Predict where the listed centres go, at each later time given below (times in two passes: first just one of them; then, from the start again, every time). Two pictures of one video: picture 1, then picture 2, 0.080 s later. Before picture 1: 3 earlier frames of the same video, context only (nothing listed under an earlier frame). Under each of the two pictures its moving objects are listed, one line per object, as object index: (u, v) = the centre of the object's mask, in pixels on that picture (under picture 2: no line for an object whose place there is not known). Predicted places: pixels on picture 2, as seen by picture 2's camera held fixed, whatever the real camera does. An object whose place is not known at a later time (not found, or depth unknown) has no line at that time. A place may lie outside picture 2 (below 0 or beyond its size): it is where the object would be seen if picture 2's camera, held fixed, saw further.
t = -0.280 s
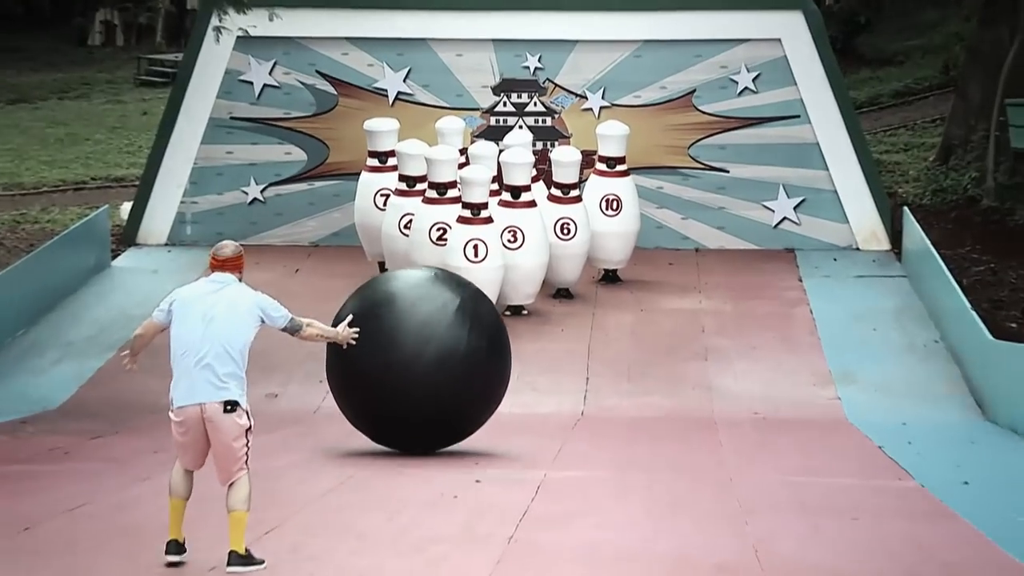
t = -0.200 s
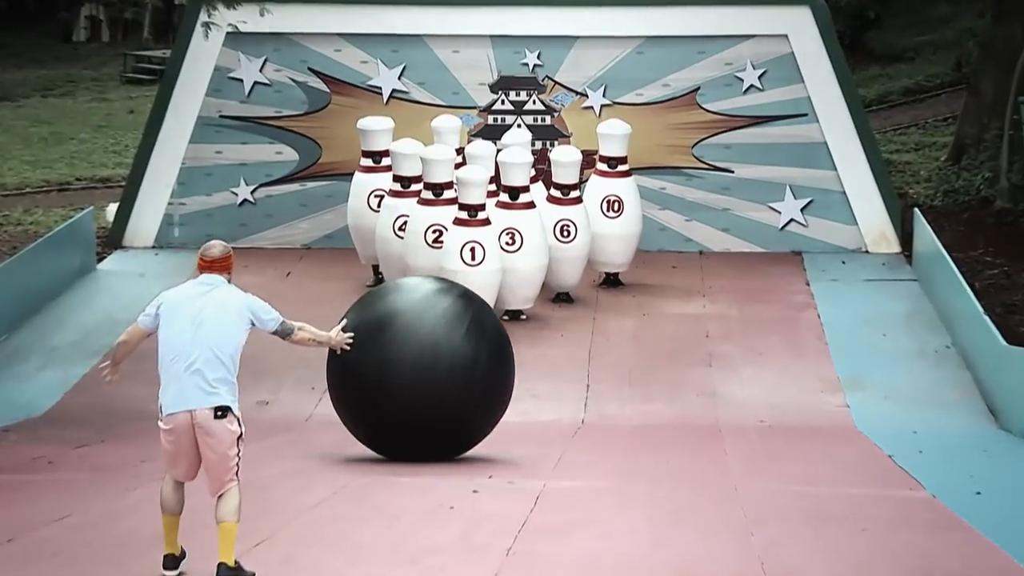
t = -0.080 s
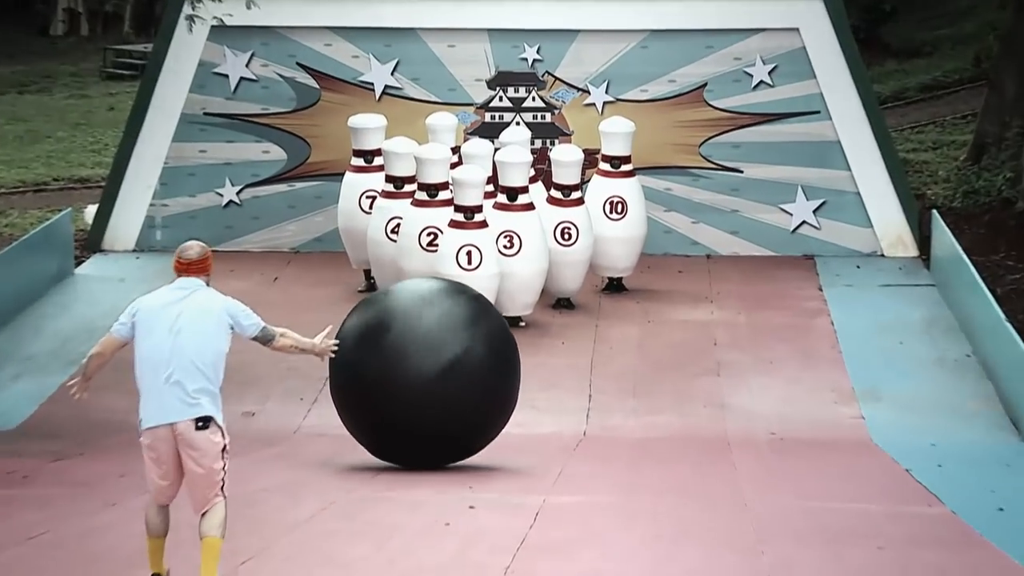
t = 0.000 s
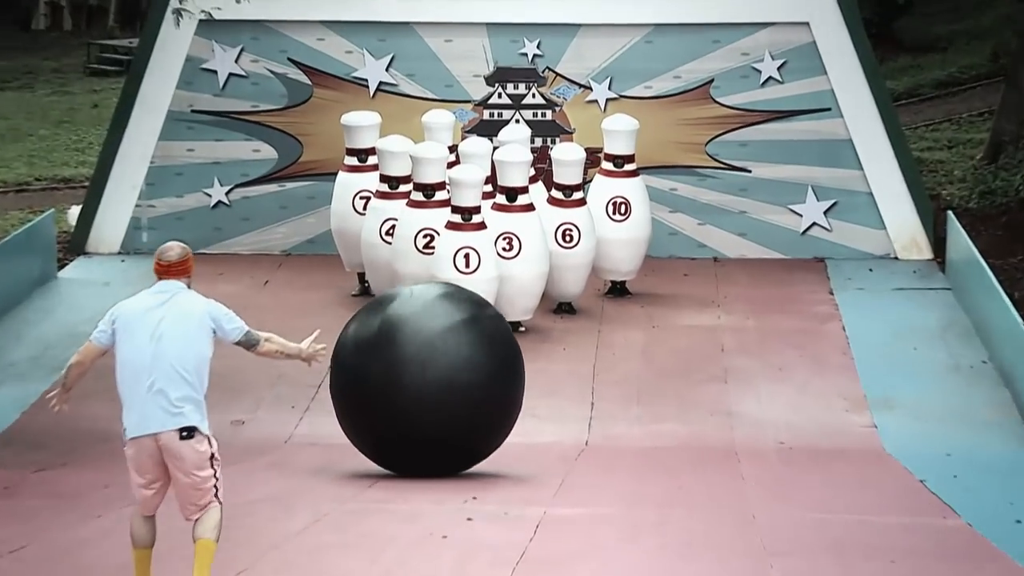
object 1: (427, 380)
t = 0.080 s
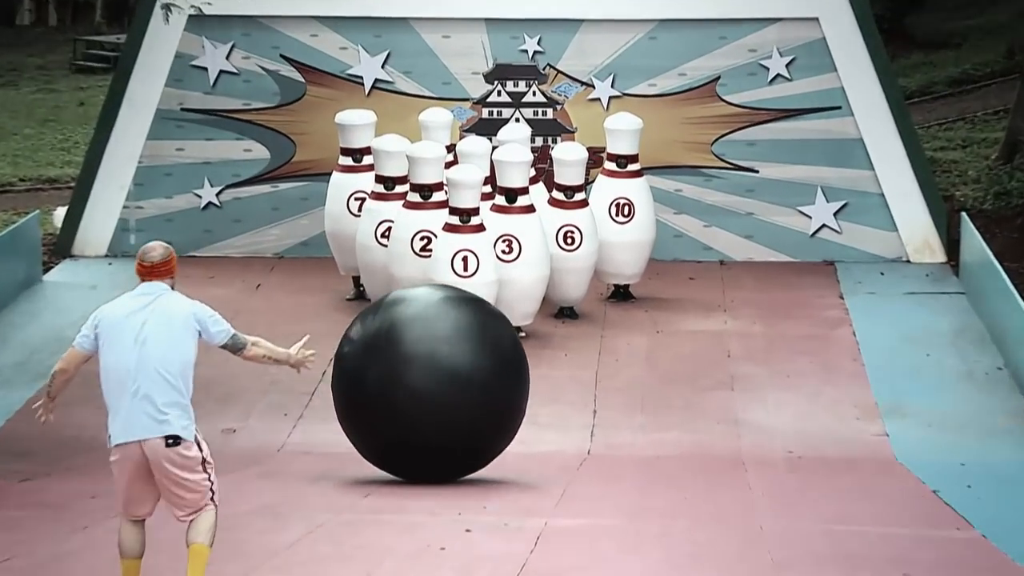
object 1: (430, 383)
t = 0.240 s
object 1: (446, 382)
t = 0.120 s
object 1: (434, 381)
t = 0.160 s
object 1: (438, 379)
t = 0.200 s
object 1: (442, 380)
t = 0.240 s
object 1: (446, 382)
